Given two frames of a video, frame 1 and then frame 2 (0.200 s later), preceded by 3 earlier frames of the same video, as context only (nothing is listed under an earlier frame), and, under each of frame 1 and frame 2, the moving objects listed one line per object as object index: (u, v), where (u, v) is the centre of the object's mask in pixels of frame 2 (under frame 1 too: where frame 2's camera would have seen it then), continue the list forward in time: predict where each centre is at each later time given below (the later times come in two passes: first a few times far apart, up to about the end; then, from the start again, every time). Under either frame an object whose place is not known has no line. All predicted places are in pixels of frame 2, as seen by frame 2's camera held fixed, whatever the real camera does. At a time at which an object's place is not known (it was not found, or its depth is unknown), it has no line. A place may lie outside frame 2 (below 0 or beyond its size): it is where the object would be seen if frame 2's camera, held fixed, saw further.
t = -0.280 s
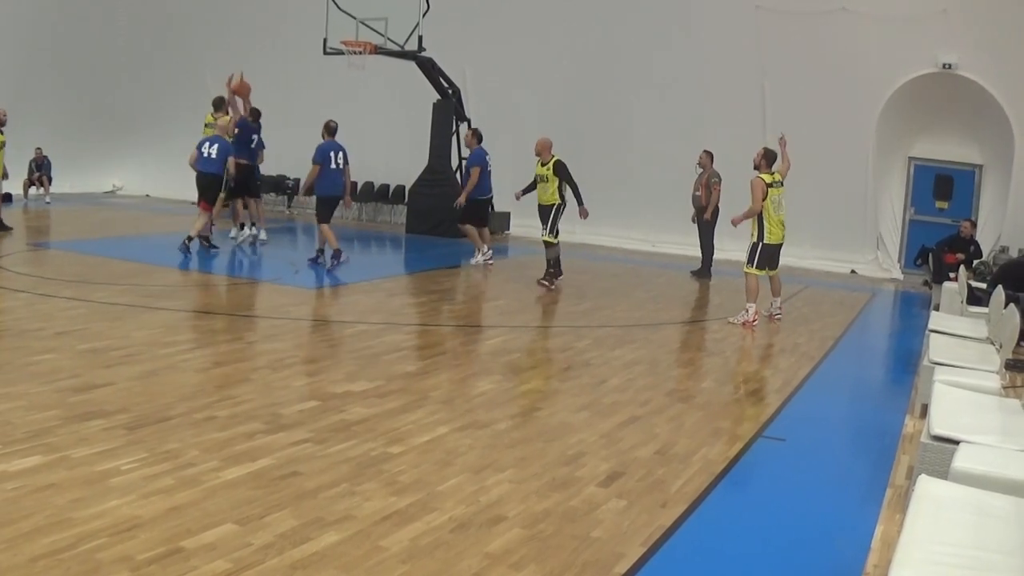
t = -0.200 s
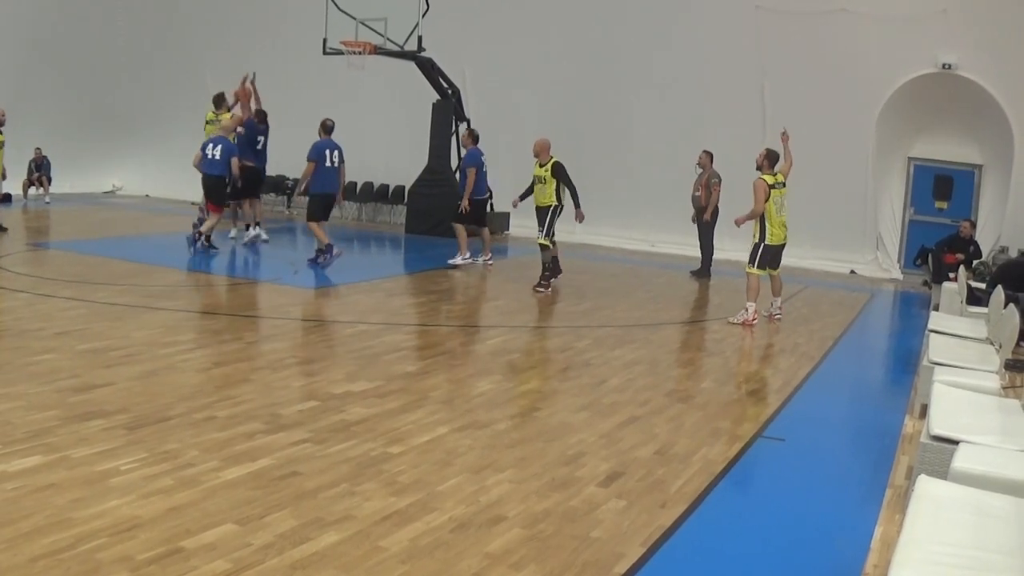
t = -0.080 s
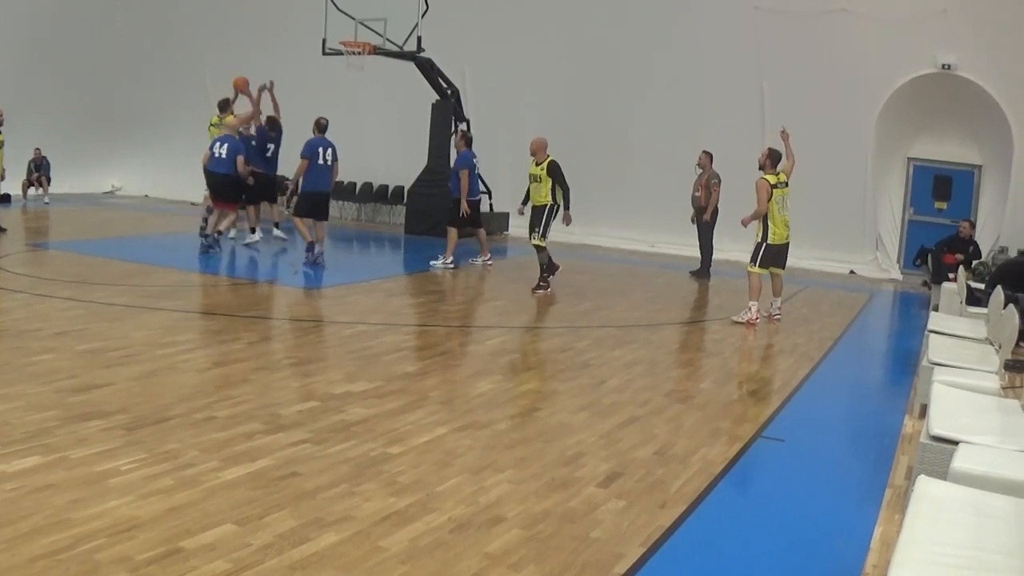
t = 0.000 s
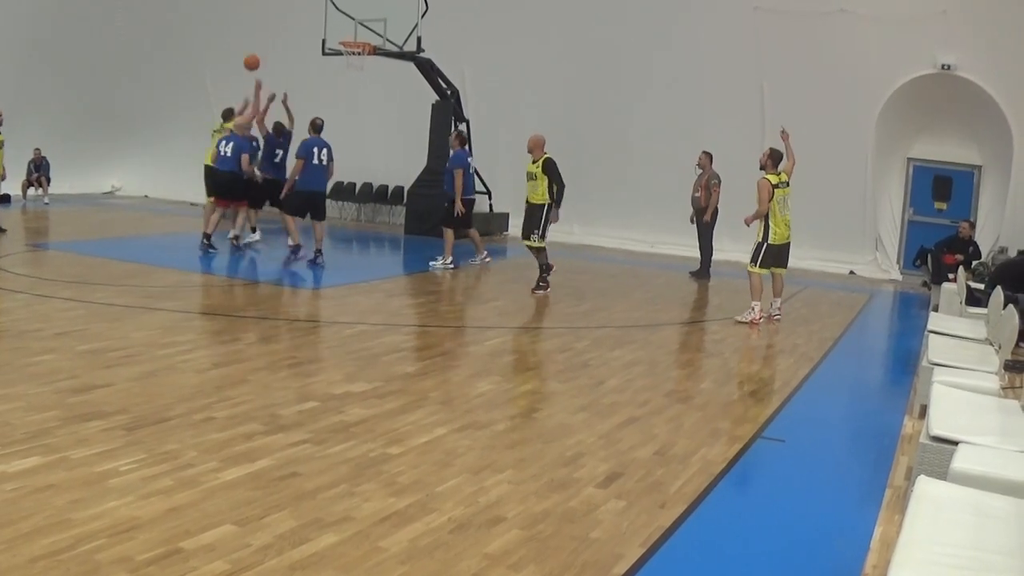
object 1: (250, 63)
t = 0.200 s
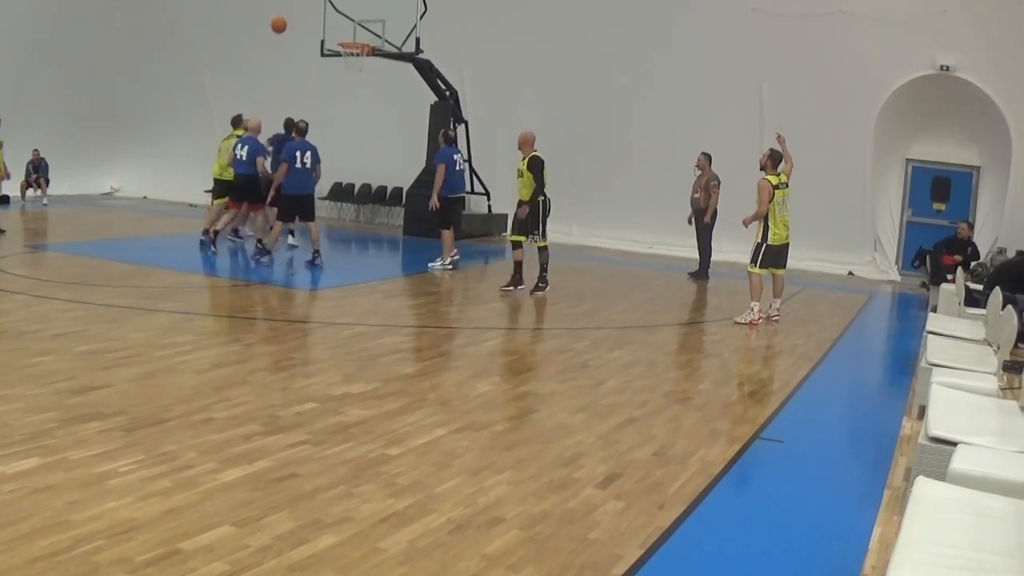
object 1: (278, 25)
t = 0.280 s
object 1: (289, 17)
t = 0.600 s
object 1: (326, 28)
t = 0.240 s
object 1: (284, 20)
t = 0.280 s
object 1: (289, 17)
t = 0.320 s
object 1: (294, 15)
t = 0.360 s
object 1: (299, 13)
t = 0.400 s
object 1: (303, 14)
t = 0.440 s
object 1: (308, 14)
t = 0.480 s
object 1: (313, 16)
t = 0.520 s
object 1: (317, 19)
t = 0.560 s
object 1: (321, 23)
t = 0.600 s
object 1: (326, 28)
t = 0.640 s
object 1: (330, 33)
